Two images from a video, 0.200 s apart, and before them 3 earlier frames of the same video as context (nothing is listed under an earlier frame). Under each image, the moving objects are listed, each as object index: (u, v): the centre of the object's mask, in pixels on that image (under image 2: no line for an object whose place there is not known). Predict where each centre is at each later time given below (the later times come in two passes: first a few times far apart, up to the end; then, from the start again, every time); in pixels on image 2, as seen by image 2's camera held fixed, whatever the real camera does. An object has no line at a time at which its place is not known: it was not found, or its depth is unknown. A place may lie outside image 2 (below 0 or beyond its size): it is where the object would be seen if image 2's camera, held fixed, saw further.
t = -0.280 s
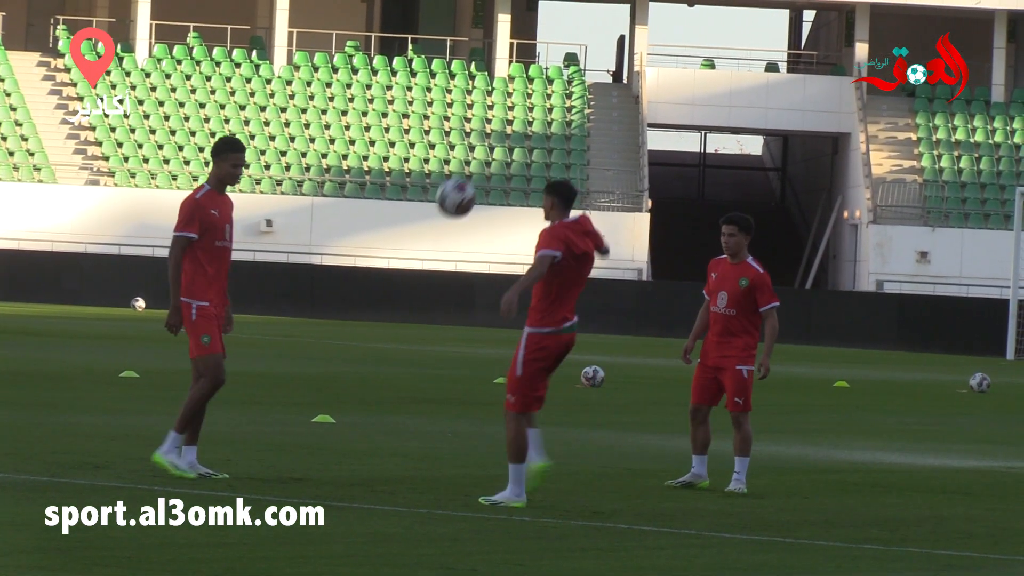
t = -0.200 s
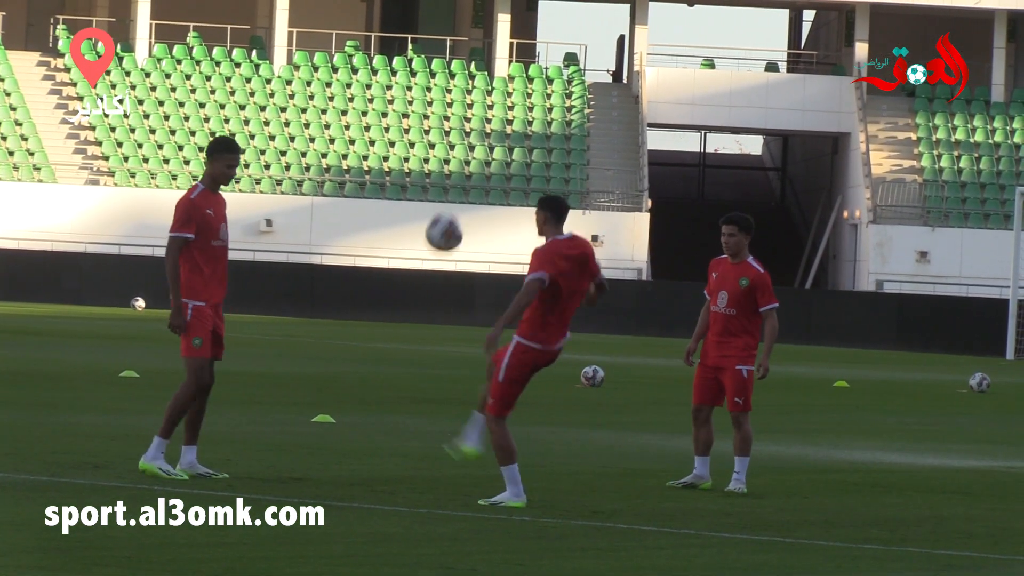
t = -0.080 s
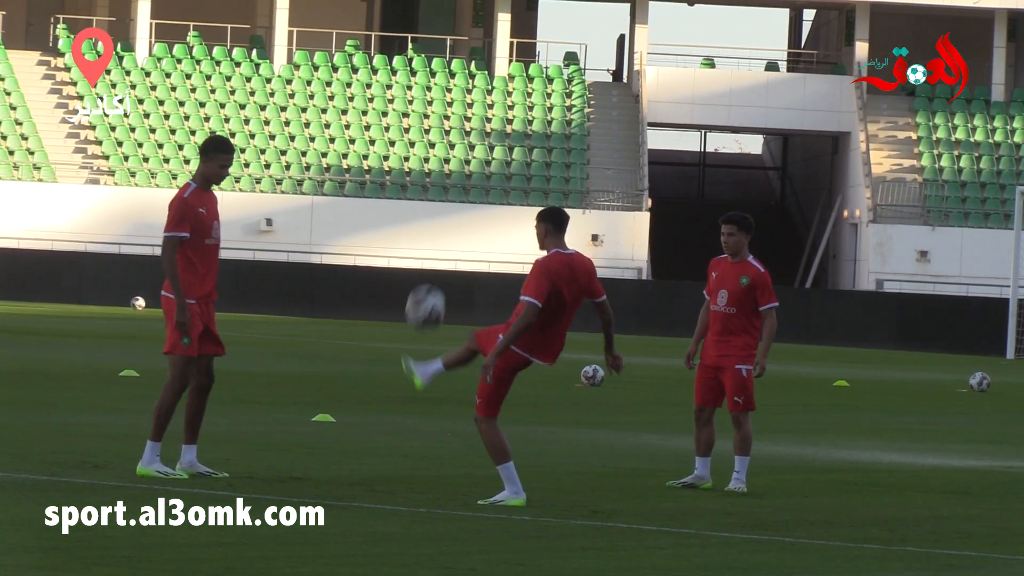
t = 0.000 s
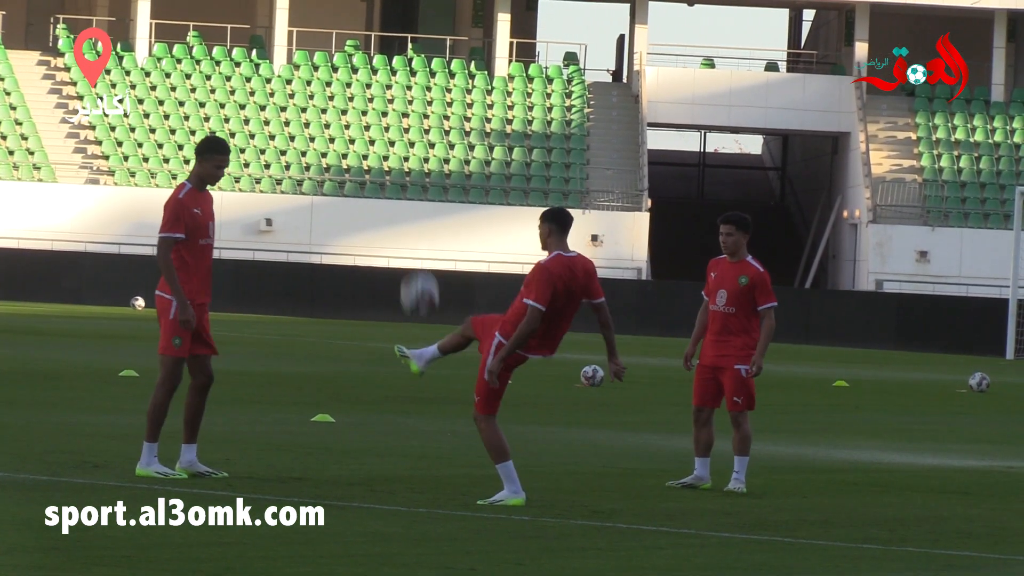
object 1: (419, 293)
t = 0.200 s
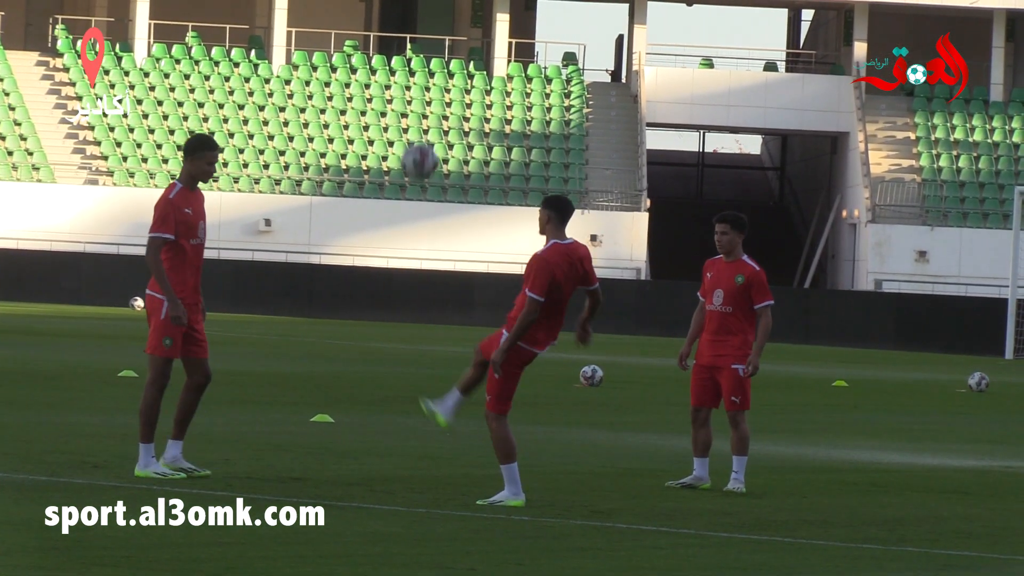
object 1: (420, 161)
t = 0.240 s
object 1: (419, 142)
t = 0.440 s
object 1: (417, 91)
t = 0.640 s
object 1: (412, 107)
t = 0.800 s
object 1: (407, 170)
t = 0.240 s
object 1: (419, 142)
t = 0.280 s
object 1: (419, 126)
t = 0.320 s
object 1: (419, 113)
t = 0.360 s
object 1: (418, 103)
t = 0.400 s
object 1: (417, 96)
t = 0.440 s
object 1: (417, 91)
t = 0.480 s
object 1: (416, 89)
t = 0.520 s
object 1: (415, 90)
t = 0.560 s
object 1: (414, 93)
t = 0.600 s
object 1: (413, 99)
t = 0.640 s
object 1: (412, 107)
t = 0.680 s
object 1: (412, 119)
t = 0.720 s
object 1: (410, 132)
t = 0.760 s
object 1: (408, 149)
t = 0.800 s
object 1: (407, 170)
